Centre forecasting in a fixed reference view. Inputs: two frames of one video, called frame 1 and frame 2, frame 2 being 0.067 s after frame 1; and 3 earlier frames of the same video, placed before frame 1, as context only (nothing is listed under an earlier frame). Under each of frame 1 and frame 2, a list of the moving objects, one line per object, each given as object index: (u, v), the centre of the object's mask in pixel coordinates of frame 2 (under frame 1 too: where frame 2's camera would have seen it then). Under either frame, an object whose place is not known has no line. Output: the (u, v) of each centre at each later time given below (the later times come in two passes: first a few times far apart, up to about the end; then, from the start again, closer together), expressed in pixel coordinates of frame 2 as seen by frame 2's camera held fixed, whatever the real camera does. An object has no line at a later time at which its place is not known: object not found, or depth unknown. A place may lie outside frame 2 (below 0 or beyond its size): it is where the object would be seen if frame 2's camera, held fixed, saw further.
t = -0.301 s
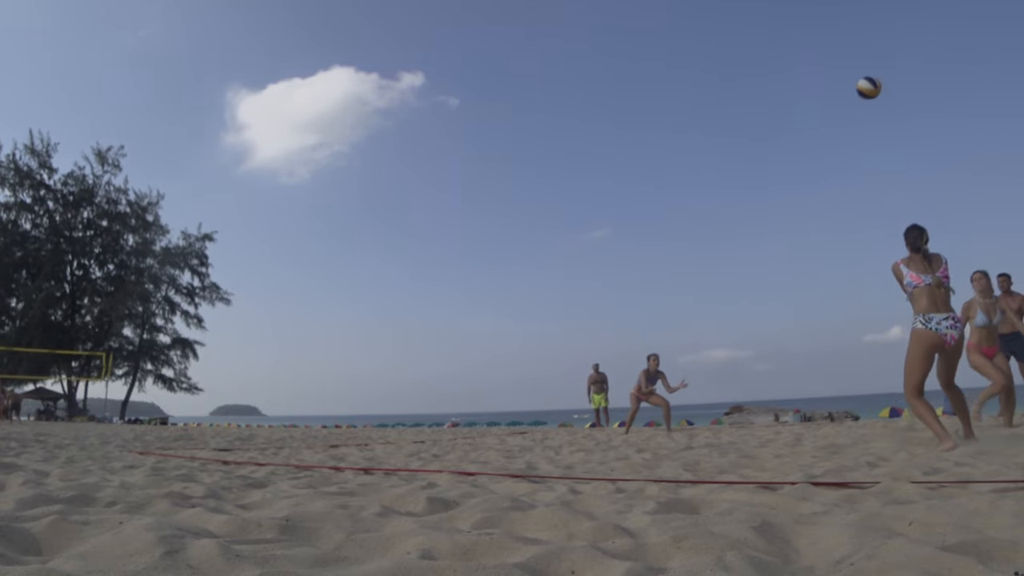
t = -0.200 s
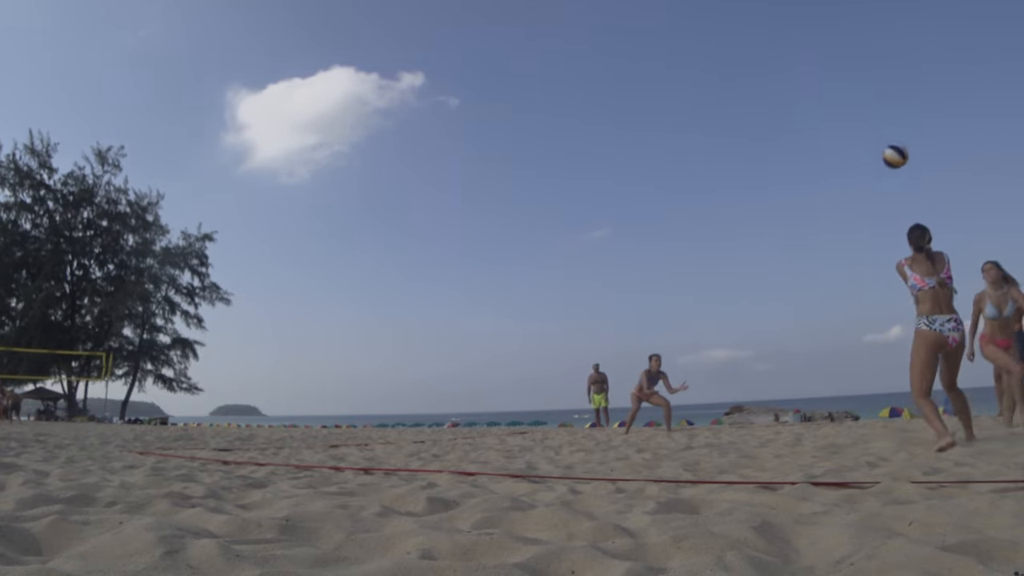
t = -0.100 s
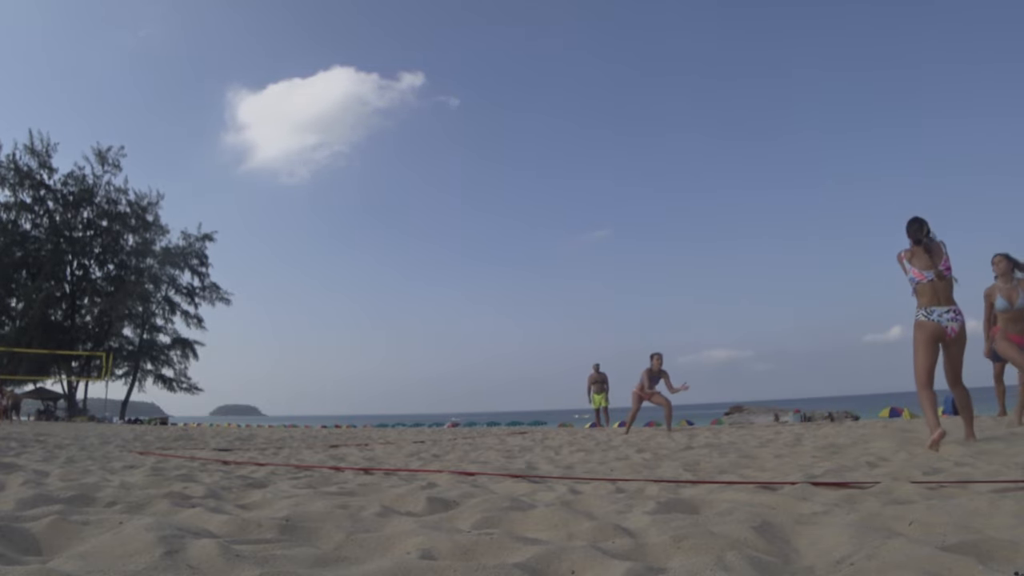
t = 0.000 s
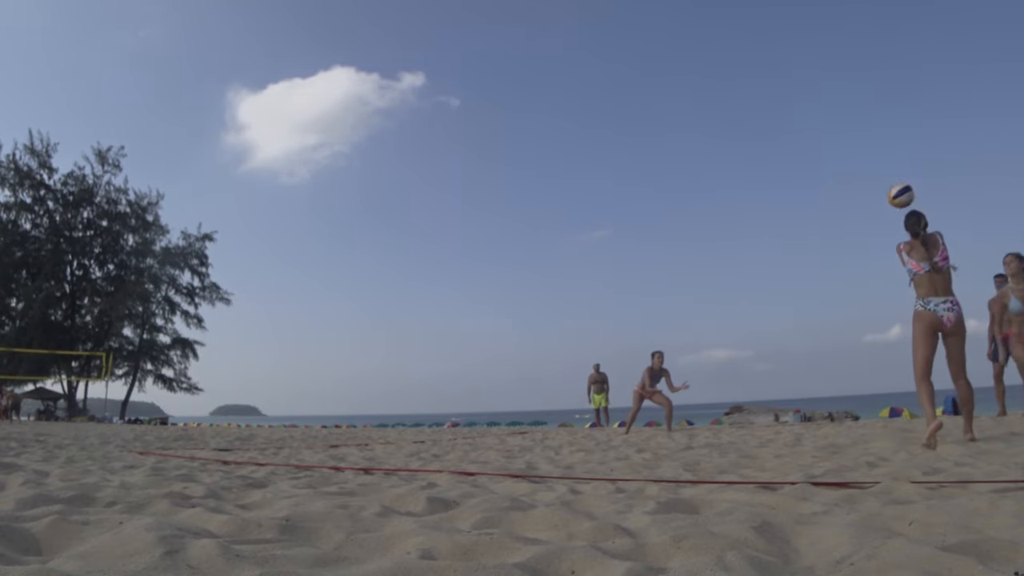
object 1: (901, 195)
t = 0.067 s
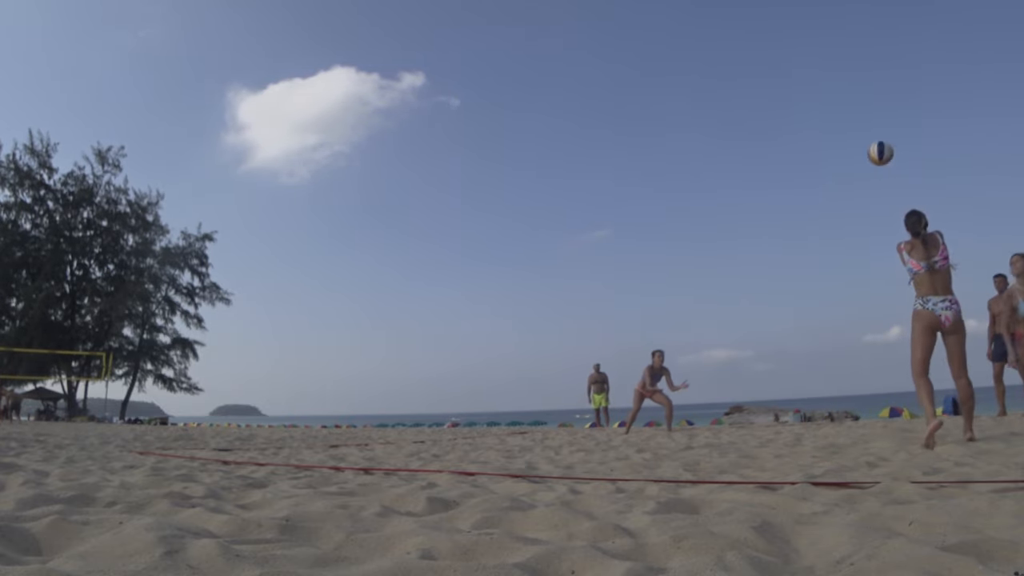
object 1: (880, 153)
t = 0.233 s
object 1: (837, 78)
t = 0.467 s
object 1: (793, 28)
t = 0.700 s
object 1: (764, 29)
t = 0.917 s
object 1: (745, 67)
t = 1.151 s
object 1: (734, 148)
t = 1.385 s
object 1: (730, 272)
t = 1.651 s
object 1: (720, 419)
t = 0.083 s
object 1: (875, 144)
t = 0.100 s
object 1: (870, 135)
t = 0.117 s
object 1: (866, 126)
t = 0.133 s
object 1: (861, 118)
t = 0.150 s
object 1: (857, 110)
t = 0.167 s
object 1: (853, 103)
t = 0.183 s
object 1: (848, 96)
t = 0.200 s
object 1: (845, 90)
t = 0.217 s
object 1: (841, 84)
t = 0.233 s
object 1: (837, 78)
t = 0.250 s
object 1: (833, 72)
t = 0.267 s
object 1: (829, 67)
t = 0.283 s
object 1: (826, 62)
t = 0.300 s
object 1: (822, 58)
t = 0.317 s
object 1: (819, 53)
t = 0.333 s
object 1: (816, 50)
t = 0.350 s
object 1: (813, 46)
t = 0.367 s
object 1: (809, 43)
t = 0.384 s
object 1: (806, 39)
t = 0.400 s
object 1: (804, 36)
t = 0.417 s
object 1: (801, 34)
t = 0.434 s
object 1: (798, 32)
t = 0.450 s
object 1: (796, 30)
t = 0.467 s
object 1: (793, 28)
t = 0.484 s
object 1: (791, 27)
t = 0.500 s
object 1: (788, 25)
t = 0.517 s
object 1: (785, 24)
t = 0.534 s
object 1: (783, 24)
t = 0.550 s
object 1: (781, 23)
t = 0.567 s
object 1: (778, 23)
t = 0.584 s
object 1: (776, 23)
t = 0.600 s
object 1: (775, 23)
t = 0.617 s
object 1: (772, 24)
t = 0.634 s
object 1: (771, 24)
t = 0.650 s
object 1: (769, 25)
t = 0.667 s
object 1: (767, 26)
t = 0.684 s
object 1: (765, 27)
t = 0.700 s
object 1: (764, 29)
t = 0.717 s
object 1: (762, 30)
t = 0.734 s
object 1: (761, 32)
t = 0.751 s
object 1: (759, 35)
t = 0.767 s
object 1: (757, 37)
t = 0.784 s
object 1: (755, 40)
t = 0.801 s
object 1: (754, 42)
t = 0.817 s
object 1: (752, 46)
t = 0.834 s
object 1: (751, 48)
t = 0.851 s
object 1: (750, 52)
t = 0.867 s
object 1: (749, 55)
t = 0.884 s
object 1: (747, 59)
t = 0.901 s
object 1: (746, 63)
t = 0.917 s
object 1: (745, 67)
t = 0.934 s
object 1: (744, 71)
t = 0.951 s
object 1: (743, 76)
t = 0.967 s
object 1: (742, 81)
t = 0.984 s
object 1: (741, 86)
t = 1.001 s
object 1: (740, 91)
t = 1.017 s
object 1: (739, 97)
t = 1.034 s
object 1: (739, 102)
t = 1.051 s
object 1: (738, 108)
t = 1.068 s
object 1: (737, 114)
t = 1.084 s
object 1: (736, 121)
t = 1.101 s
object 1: (736, 127)
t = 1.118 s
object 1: (735, 133)
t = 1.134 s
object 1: (735, 141)
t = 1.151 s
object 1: (734, 148)
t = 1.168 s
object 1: (734, 155)
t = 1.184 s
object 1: (733, 163)
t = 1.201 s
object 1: (732, 171)
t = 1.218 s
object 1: (732, 179)
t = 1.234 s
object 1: (732, 188)
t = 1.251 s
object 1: (731, 196)
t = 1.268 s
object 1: (731, 204)
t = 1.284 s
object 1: (731, 214)
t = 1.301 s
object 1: (731, 223)
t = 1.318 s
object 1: (730, 232)
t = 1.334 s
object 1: (730, 242)
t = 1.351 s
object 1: (730, 252)
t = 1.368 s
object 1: (730, 262)
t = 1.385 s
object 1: (730, 272)
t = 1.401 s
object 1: (730, 283)
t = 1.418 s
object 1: (729, 293)
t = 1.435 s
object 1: (729, 304)
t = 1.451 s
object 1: (729, 315)
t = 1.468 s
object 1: (729, 327)
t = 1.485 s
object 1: (729, 338)
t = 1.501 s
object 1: (729, 349)
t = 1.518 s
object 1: (728, 361)
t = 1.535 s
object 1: (729, 373)
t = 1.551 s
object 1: (728, 386)
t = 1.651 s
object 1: (720, 419)
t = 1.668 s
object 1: (715, 414)
